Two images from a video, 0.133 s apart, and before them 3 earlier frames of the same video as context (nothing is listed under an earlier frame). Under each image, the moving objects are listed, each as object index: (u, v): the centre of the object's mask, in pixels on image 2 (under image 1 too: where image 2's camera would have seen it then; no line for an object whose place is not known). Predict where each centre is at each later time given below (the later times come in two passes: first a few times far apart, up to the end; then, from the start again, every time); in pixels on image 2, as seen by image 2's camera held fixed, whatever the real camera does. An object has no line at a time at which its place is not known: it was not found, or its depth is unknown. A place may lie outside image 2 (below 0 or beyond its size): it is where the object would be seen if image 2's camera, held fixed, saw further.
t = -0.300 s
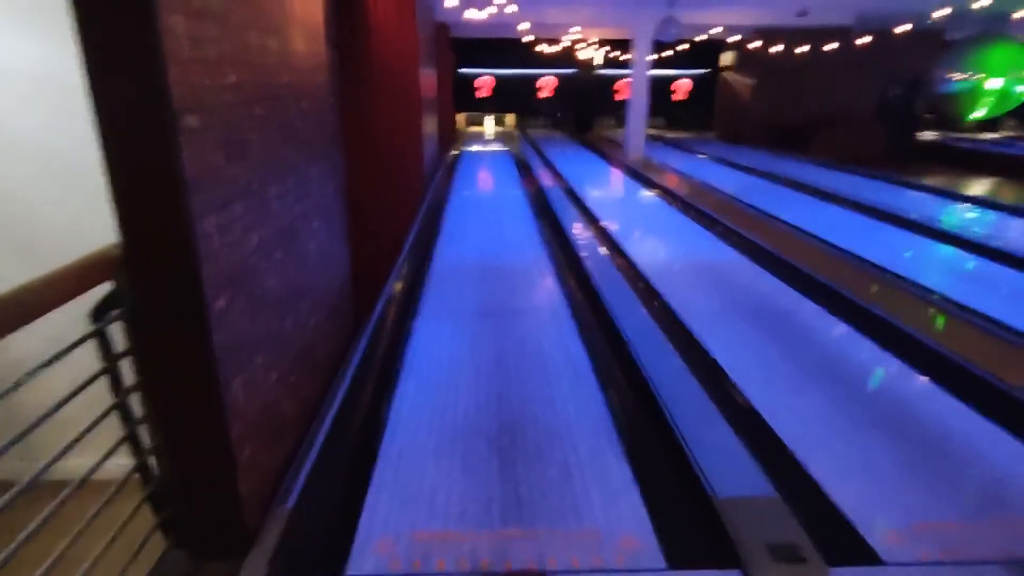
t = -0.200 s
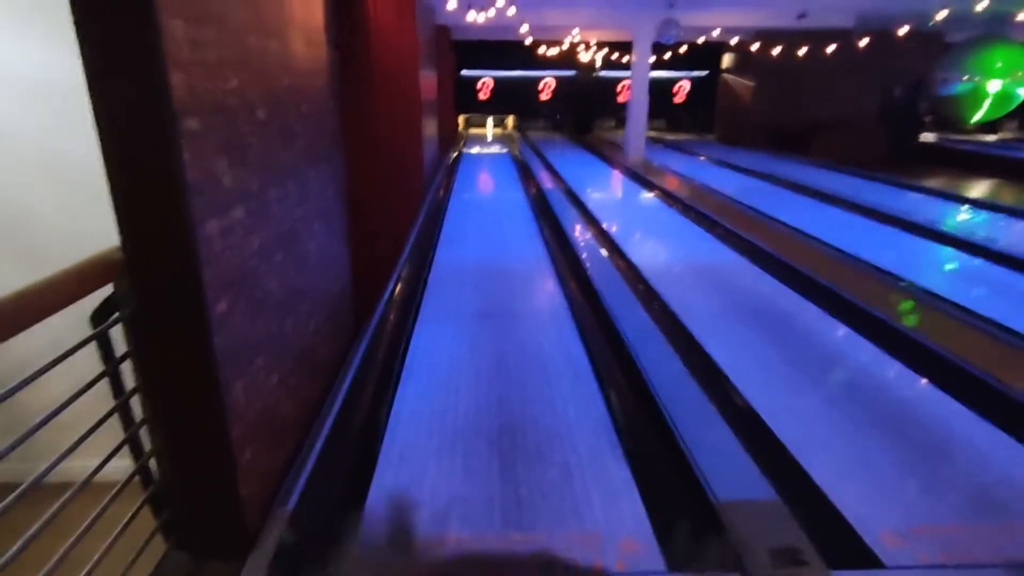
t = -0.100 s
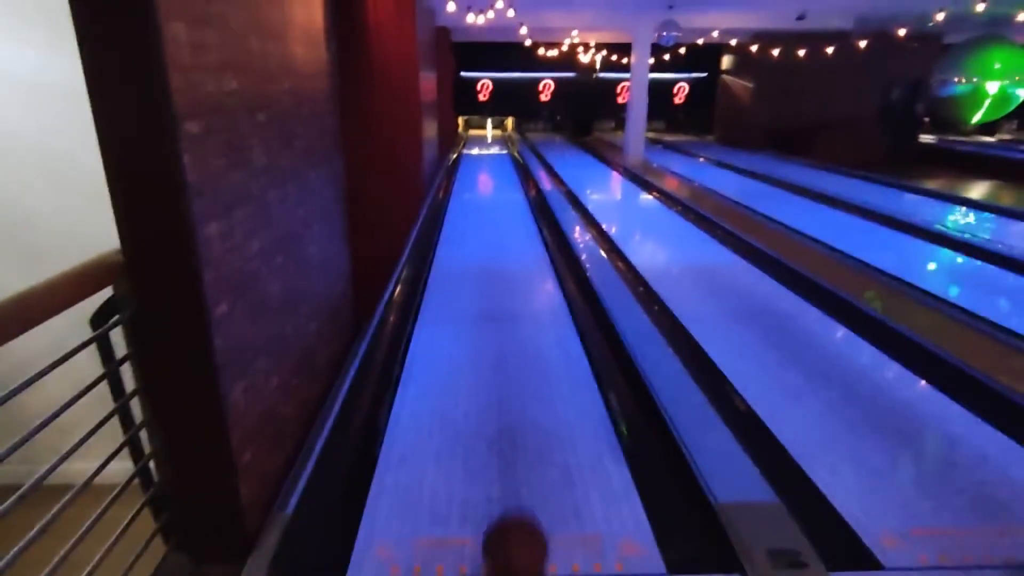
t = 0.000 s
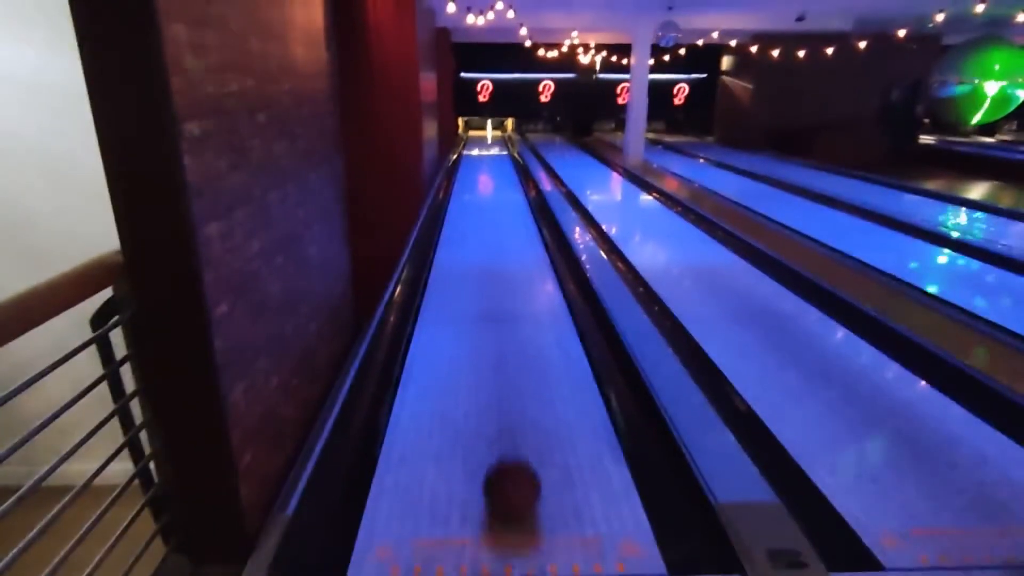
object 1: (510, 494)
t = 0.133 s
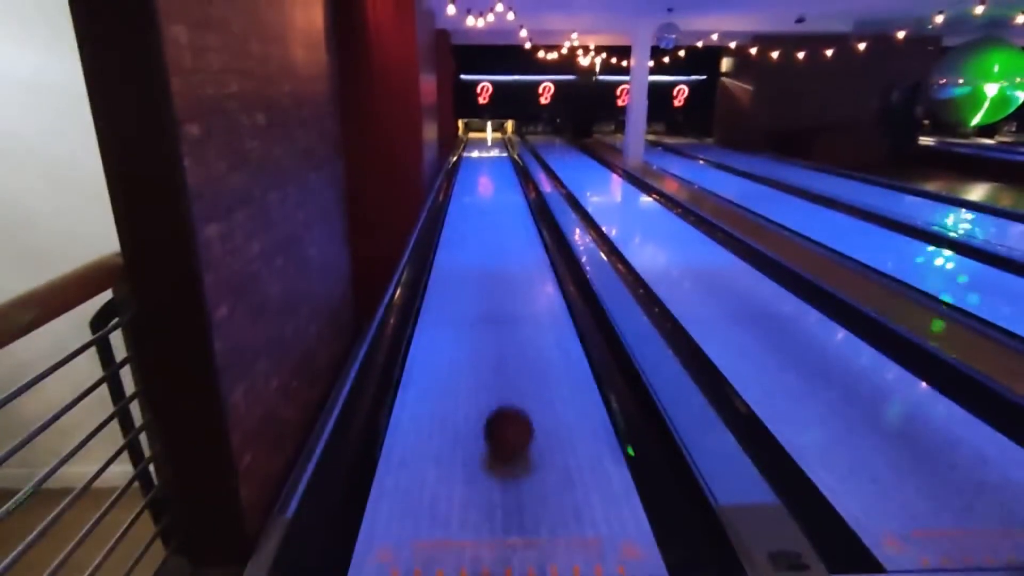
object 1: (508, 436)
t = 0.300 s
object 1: (504, 381)
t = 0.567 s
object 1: (501, 321)
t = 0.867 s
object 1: (497, 277)
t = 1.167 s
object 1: (494, 247)
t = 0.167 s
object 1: (507, 423)
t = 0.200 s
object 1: (506, 410)
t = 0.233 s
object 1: (506, 401)
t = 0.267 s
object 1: (505, 390)
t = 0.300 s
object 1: (504, 381)
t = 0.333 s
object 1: (504, 372)
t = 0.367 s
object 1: (503, 364)
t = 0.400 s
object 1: (503, 355)
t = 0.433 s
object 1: (502, 348)
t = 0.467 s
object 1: (502, 341)
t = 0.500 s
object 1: (502, 334)
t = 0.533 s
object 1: (501, 327)
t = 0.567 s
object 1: (501, 321)
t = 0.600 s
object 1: (500, 315)
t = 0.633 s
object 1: (500, 310)
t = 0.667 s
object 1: (499, 304)
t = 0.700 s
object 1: (499, 300)
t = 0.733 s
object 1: (498, 295)
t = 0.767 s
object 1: (498, 290)
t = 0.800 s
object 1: (498, 285)
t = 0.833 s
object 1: (497, 281)
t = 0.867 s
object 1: (497, 277)
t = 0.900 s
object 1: (497, 273)
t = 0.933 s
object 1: (497, 269)
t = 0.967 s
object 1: (496, 266)
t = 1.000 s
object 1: (495, 262)
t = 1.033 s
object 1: (495, 259)
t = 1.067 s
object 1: (495, 256)
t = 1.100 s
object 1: (494, 253)
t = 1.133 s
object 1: (494, 250)
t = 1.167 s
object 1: (494, 247)
